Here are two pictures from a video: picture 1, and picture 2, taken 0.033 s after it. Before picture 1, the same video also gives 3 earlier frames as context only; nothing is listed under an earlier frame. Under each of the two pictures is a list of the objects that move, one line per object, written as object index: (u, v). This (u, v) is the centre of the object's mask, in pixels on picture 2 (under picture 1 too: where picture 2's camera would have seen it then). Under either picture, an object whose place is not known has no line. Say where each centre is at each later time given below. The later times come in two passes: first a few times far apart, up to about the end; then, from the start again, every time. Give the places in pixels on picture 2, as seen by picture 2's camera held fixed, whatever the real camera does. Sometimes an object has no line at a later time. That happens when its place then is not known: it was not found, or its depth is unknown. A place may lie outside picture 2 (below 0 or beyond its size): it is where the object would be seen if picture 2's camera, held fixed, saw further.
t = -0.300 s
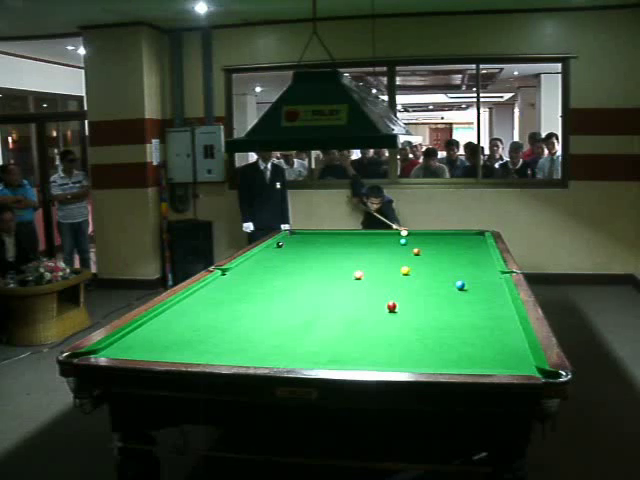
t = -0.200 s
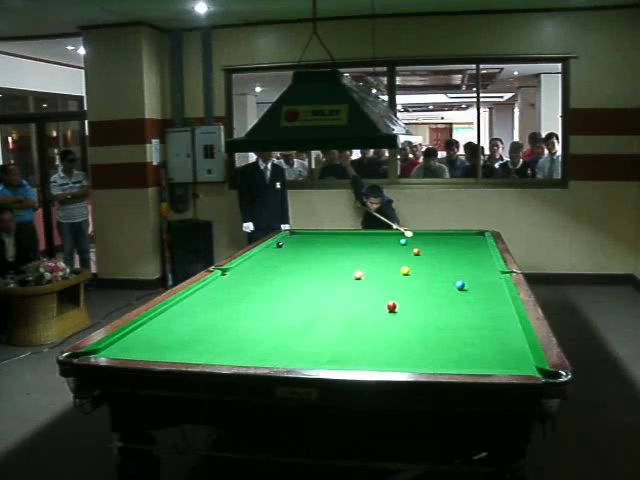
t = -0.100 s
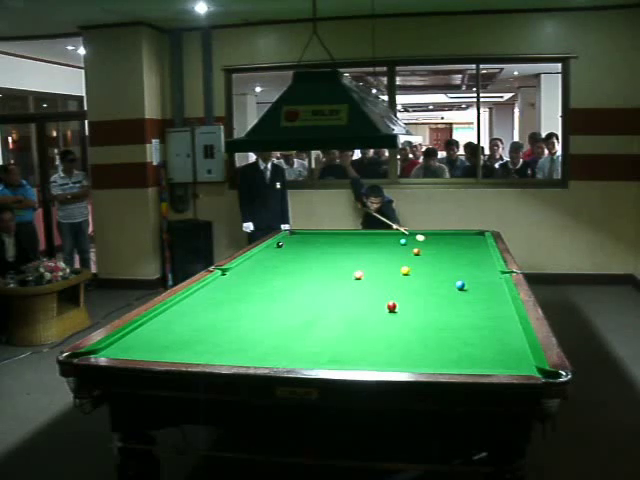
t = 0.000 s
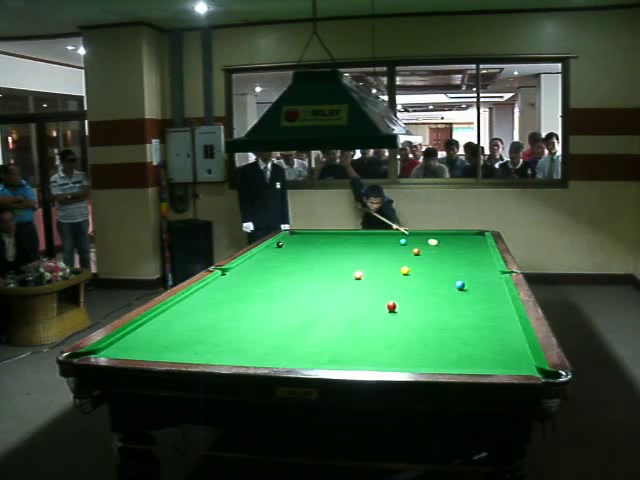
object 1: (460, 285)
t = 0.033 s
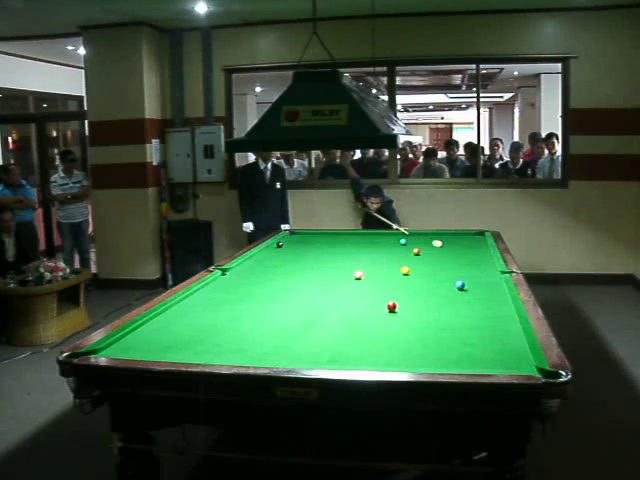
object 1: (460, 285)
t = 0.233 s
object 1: (460, 284)
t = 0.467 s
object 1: (460, 285)
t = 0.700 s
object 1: (460, 285)
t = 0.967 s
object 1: (471, 288)
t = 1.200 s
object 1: (485, 292)
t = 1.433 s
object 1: (500, 296)
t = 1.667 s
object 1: (499, 300)
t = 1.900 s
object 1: (493, 303)
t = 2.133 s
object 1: (486, 306)
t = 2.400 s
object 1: (480, 310)
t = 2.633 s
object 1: (474, 312)
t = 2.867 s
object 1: (469, 315)
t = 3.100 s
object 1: (465, 317)
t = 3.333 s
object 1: (460, 319)
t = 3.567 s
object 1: (456, 320)
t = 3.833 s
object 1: (453, 322)
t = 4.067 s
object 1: (450, 323)
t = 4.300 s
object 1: (447, 324)
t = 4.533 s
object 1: (446, 325)
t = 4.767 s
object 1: (444, 325)
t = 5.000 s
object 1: (444, 326)
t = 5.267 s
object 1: (445, 325)
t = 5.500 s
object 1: (445, 326)
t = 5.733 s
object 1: (445, 325)
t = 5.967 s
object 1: (445, 326)
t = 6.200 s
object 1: (445, 325)
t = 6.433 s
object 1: (445, 325)
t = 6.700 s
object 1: (445, 326)
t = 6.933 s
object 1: (444, 326)
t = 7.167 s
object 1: (445, 326)
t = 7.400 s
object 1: (444, 326)
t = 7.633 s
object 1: (444, 325)
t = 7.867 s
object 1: (445, 325)
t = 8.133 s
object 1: (445, 325)
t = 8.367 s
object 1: (445, 325)
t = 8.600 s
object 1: (444, 325)
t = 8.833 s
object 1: (444, 325)
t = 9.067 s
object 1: (445, 325)
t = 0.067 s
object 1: (460, 285)
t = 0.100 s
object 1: (460, 285)
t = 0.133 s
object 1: (460, 285)
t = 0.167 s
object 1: (460, 285)
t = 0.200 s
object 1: (460, 285)
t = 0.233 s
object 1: (460, 284)
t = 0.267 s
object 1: (460, 285)
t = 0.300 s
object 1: (460, 285)
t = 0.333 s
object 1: (460, 285)
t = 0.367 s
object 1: (460, 285)
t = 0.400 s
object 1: (460, 285)
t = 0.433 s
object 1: (460, 285)
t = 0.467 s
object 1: (460, 285)
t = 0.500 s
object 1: (460, 285)
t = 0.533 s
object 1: (460, 285)
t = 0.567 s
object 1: (460, 285)
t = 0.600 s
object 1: (460, 285)
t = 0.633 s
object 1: (460, 285)
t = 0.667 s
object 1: (460, 285)
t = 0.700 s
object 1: (460, 285)
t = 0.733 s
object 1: (460, 285)
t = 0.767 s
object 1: (460, 285)
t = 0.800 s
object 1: (460, 286)
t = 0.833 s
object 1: (461, 285)
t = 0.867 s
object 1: (463, 286)
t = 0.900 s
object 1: (466, 286)
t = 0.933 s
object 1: (469, 287)
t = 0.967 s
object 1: (471, 288)
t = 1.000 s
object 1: (473, 289)
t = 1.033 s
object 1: (475, 289)
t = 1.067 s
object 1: (477, 290)
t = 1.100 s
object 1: (479, 290)
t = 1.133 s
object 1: (481, 291)
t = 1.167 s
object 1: (483, 292)
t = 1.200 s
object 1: (485, 292)
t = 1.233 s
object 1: (487, 293)
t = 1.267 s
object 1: (489, 293)
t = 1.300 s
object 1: (492, 294)
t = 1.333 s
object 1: (494, 295)
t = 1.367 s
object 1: (496, 296)
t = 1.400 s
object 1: (498, 296)
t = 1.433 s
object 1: (500, 296)
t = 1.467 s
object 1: (502, 298)
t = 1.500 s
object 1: (503, 298)
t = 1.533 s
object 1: (502, 299)
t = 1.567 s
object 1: (501, 299)
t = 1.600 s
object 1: (500, 299)
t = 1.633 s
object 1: (500, 300)
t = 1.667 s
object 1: (499, 300)
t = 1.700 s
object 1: (498, 301)
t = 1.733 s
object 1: (497, 301)
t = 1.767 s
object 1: (496, 302)
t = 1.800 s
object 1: (495, 302)
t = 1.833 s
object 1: (494, 303)
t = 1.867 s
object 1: (494, 303)
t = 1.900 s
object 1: (493, 303)
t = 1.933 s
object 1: (492, 304)
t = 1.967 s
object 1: (491, 304)
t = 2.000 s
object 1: (490, 305)
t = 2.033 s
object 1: (489, 305)
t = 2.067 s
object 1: (488, 306)
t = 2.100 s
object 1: (487, 306)
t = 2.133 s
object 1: (486, 306)
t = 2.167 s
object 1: (485, 307)
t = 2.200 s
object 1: (485, 307)
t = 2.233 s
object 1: (484, 308)
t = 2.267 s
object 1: (483, 308)
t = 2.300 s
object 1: (482, 309)
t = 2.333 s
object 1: (481, 309)
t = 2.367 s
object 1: (480, 309)
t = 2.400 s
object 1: (480, 310)
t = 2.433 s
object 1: (479, 310)
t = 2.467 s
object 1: (478, 311)
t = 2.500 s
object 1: (477, 311)
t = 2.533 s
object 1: (477, 311)
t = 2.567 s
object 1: (476, 312)
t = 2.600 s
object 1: (475, 312)
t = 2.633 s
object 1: (474, 312)
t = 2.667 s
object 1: (473, 313)
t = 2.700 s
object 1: (473, 313)
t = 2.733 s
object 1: (472, 313)
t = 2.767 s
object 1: (471, 314)
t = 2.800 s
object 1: (471, 314)
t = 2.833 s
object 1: (470, 314)
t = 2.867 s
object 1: (469, 315)
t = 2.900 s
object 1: (469, 315)
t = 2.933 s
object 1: (468, 315)
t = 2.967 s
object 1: (467, 315)
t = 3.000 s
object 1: (466, 316)
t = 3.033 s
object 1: (466, 316)
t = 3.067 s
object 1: (465, 316)
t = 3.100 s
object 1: (465, 317)
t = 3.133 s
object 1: (464, 317)
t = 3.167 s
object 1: (463, 317)
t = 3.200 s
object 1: (463, 318)
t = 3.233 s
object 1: (462, 318)
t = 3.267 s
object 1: (462, 318)
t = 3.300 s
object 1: (461, 318)
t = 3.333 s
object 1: (460, 319)
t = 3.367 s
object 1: (460, 319)
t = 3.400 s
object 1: (459, 319)
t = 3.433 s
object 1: (459, 319)
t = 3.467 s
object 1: (458, 320)
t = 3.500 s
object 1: (458, 320)
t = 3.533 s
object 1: (457, 320)
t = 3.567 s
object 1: (456, 320)
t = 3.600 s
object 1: (456, 321)
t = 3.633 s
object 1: (456, 321)
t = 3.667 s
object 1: (455, 321)
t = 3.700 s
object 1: (454, 322)
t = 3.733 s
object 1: (454, 322)
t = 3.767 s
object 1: (454, 322)
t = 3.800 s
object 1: (453, 322)
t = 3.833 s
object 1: (453, 322)
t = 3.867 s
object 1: (452, 323)
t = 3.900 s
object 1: (452, 323)
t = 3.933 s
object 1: (451, 323)
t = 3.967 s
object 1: (451, 323)
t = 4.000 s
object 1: (451, 323)
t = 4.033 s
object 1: (450, 323)
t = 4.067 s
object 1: (450, 323)
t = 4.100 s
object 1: (449, 323)
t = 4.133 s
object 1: (449, 324)
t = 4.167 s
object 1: (449, 324)
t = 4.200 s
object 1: (448, 324)
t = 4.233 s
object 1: (448, 324)
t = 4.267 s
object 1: (448, 324)
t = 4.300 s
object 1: (447, 324)
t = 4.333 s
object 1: (447, 325)
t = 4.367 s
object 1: (447, 325)
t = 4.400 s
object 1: (447, 325)
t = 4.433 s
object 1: (446, 325)
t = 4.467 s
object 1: (446, 325)
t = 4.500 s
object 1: (446, 325)
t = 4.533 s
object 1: (446, 325)
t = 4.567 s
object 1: (445, 325)
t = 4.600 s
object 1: (445, 325)
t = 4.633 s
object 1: (445, 325)
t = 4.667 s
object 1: (445, 325)
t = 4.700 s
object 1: (445, 326)
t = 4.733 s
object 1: (444, 325)
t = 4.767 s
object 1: (444, 325)
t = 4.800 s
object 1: (444, 325)
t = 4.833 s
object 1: (444, 325)
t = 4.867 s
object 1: (444, 325)
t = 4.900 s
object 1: (444, 325)
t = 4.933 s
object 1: (444, 325)
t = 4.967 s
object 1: (444, 325)
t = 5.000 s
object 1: (444, 326)
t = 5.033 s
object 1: (444, 325)
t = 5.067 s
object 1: (444, 326)
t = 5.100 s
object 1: (444, 326)
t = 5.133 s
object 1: (444, 326)
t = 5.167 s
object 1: (444, 325)
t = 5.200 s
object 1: (445, 325)
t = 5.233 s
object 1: (445, 326)
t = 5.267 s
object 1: (445, 325)
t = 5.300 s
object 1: (445, 325)
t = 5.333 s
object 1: (445, 325)
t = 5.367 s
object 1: (445, 326)
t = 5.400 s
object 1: (445, 326)
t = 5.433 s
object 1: (445, 326)
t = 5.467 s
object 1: (445, 326)
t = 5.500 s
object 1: (445, 326)
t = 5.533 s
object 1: (445, 326)
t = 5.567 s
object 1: (445, 325)
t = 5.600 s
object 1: (445, 326)
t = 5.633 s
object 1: (445, 326)
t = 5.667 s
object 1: (445, 325)
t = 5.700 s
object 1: (445, 326)
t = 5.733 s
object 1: (445, 325)
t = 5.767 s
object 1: (444, 325)
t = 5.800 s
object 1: (445, 326)
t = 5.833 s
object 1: (445, 326)
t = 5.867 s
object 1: (445, 326)
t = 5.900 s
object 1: (445, 326)
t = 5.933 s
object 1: (445, 326)
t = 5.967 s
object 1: (445, 326)
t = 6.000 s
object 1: (445, 326)
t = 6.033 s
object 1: (445, 326)
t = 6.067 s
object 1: (445, 326)
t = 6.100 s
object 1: (445, 326)
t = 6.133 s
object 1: (445, 326)
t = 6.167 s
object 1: (445, 325)
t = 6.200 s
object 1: (445, 325)
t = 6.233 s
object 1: (445, 326)
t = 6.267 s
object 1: (445, 326)
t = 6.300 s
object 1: (445, 326)
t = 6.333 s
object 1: (445, 326)
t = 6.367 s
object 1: (445, 326)
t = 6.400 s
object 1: (445, 325)
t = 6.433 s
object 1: (445, 325)
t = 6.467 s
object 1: (445, 326)
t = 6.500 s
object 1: (445, 326)
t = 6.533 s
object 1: (445, 325)
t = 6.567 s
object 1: (445, 326)
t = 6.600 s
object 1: (445, 326)
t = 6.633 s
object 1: (445, 326)
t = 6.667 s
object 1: (445, 326)
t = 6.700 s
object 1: (445, 326)
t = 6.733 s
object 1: (445, 325)
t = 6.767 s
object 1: (445, 326)
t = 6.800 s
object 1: (445, 325)
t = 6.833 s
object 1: (445, 326)
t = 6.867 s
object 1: (445, 326)
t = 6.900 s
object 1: (445, 326)
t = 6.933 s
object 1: (444, 326)
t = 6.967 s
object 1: (445, 326)
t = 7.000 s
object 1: (445, 326)
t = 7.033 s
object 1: (445, 326)
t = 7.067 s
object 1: (445, 326)
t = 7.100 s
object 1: (445, 326)
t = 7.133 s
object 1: (445, 326)
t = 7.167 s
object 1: (445, 326)
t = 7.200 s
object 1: (445, 326)
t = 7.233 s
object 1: (445, 326)
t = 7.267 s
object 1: (445, 326)
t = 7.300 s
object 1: (445, 326)
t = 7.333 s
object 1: (445, 326)
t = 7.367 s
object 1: (445, 326)
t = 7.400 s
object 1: (444, 326)
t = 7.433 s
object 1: (444, 326)
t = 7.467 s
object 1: (444, 326)
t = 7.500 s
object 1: (444, 326)
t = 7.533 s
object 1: (444, 326)
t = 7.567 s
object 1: (445, 326)
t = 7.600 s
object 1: (445, 326)
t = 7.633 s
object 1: (444, 325)
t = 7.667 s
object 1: (444, 326)
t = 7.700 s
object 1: (444, 326)
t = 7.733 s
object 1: (444, 325)
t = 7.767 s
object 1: (444, 325)
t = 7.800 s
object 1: (445, 325)
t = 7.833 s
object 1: (444, 325)
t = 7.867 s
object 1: (445, 325)
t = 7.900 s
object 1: (444, 325)
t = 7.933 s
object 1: (445, 326)
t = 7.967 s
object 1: (445, 326)
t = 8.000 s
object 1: (445, 326)
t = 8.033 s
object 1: (445, 326)
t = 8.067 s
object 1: (445, 326)
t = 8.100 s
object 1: (445, 326)
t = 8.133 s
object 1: (445, 325)
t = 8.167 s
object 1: (445, 325)
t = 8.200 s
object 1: (445, 326)
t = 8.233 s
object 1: (445, 326)
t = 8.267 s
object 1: (445, 325)
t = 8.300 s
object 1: (445, 326)
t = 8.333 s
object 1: (445, 325)
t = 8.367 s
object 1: (445, 325)
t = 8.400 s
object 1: (445, 326)
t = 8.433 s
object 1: (444, 325)
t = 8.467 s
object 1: (445, 326)
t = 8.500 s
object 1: (445, 326)
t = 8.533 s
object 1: (445, 326)
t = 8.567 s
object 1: (445, 326)
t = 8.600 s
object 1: (444, 325)
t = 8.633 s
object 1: (444, 325)
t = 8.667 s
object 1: (444, 325)
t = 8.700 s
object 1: (444, 325)
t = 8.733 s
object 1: (444, 325)
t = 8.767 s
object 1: (445, 325)
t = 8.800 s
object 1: (444, 325)
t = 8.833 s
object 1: (444, 325)
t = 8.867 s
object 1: (444, 325)
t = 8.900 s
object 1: (445, 325)
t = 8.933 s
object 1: (445, 325)
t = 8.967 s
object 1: (445, 325)
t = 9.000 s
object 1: (445, 325)
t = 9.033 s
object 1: (445, 325)
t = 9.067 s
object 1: (445, 325)
